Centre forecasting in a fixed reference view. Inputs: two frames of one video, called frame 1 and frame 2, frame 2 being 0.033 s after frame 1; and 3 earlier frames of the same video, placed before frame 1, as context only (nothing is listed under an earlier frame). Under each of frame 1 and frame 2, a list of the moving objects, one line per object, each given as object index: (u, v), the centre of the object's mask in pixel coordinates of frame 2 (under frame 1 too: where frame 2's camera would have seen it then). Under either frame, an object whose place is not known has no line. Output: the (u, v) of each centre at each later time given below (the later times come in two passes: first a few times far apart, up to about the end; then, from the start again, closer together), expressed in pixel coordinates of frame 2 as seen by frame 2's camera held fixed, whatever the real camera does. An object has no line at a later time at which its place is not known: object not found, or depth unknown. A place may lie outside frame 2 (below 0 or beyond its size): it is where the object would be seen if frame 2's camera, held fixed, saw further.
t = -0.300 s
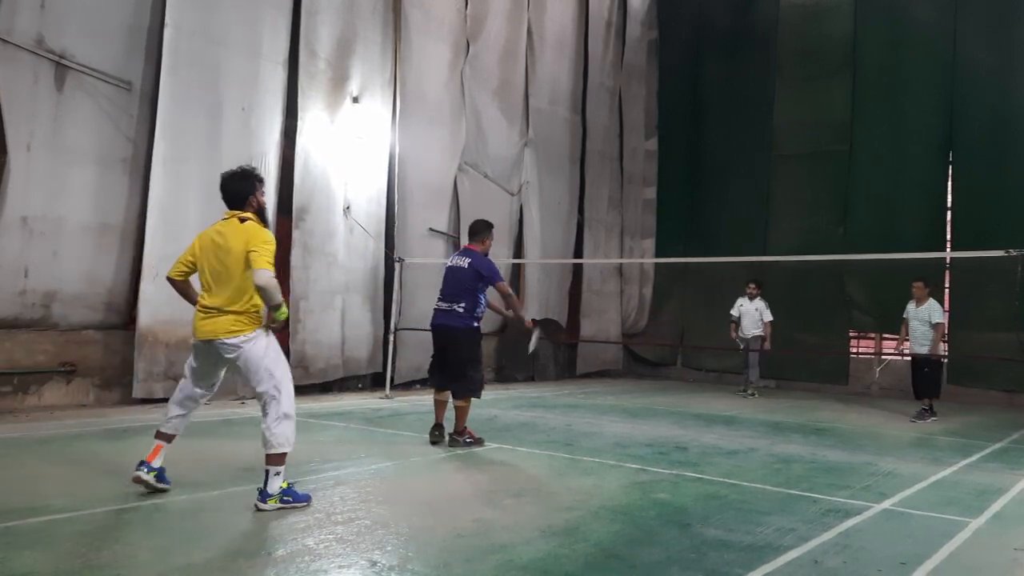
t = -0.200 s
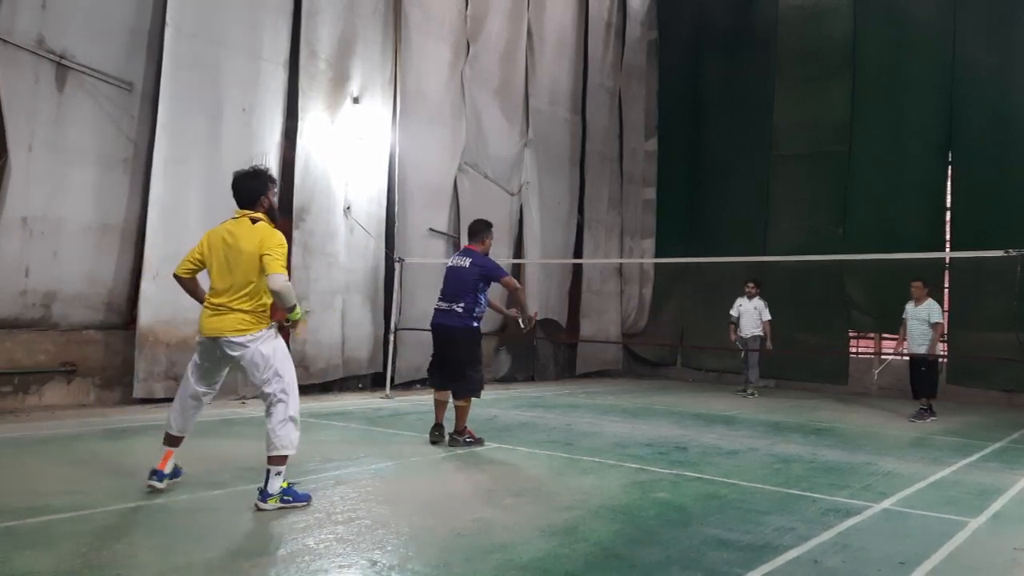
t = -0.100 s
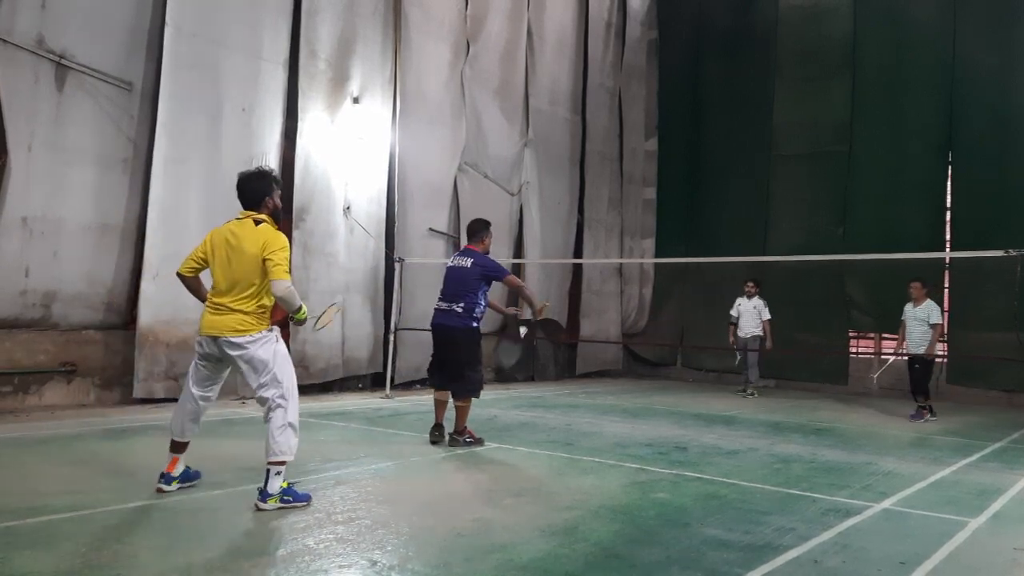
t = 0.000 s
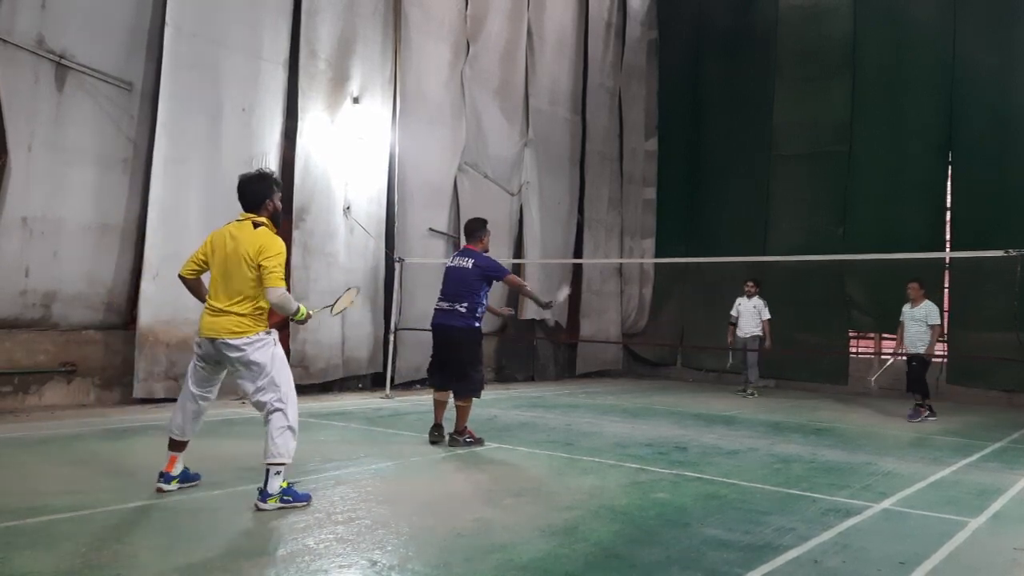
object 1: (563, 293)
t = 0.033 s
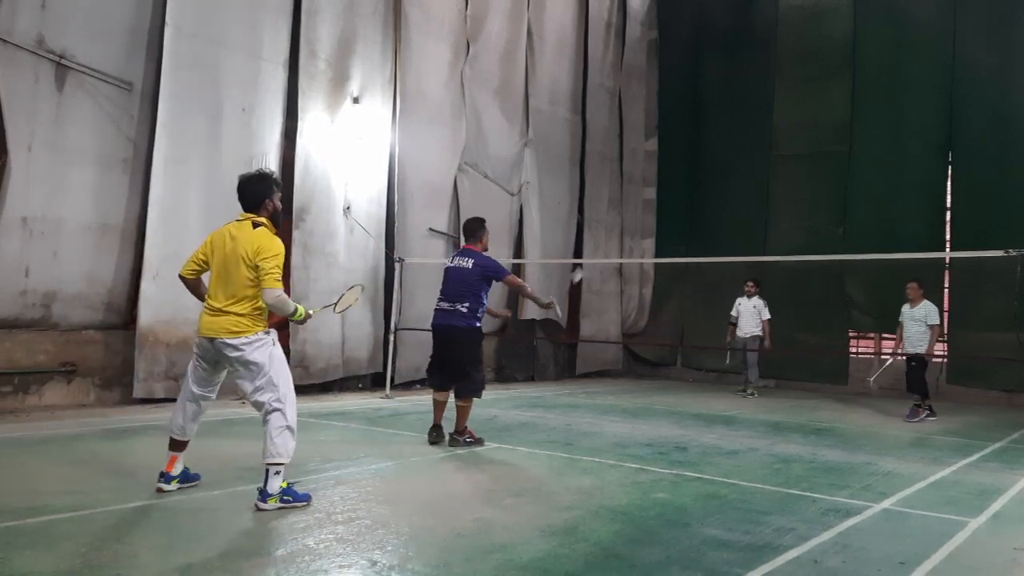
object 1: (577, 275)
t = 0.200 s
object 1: (629, 219)
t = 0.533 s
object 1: (703, 218)
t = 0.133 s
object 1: (608, 235)
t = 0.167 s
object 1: (619, 226)
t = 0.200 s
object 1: (629, 219)
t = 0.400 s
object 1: (678, 206)
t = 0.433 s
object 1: (684, 207)
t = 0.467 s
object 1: (691, 210)
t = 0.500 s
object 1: (697, 214)
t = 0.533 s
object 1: (703, 218)
